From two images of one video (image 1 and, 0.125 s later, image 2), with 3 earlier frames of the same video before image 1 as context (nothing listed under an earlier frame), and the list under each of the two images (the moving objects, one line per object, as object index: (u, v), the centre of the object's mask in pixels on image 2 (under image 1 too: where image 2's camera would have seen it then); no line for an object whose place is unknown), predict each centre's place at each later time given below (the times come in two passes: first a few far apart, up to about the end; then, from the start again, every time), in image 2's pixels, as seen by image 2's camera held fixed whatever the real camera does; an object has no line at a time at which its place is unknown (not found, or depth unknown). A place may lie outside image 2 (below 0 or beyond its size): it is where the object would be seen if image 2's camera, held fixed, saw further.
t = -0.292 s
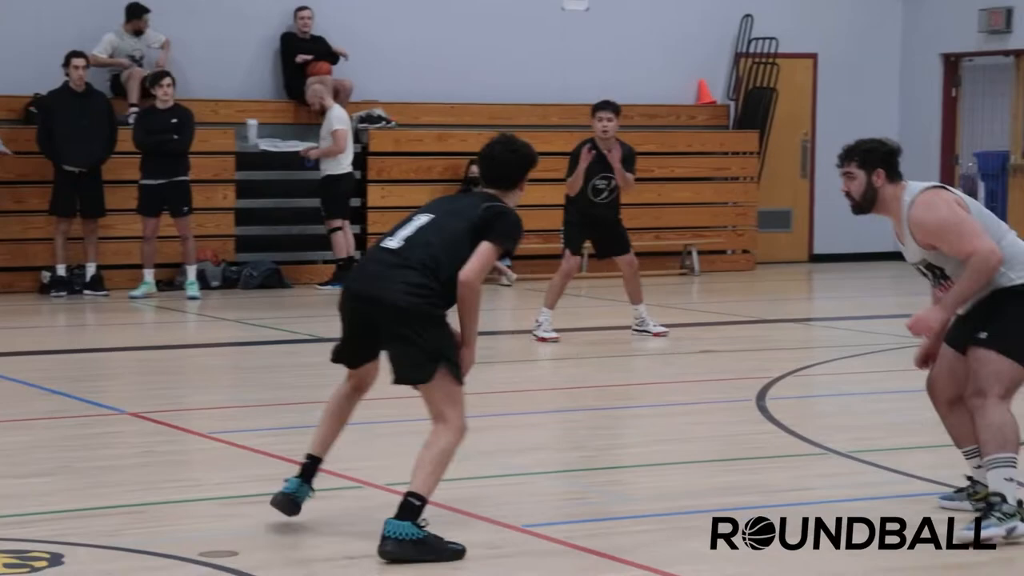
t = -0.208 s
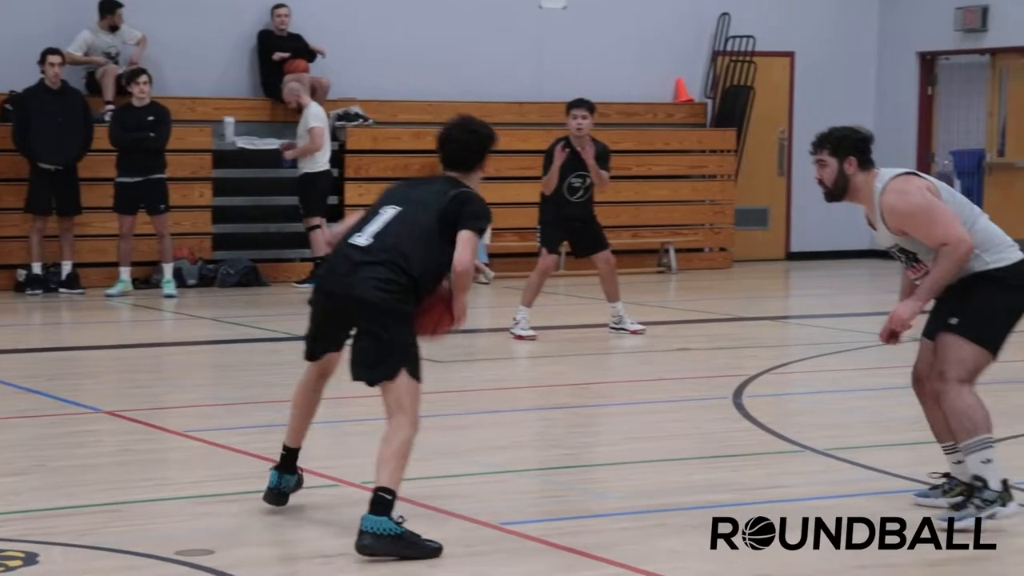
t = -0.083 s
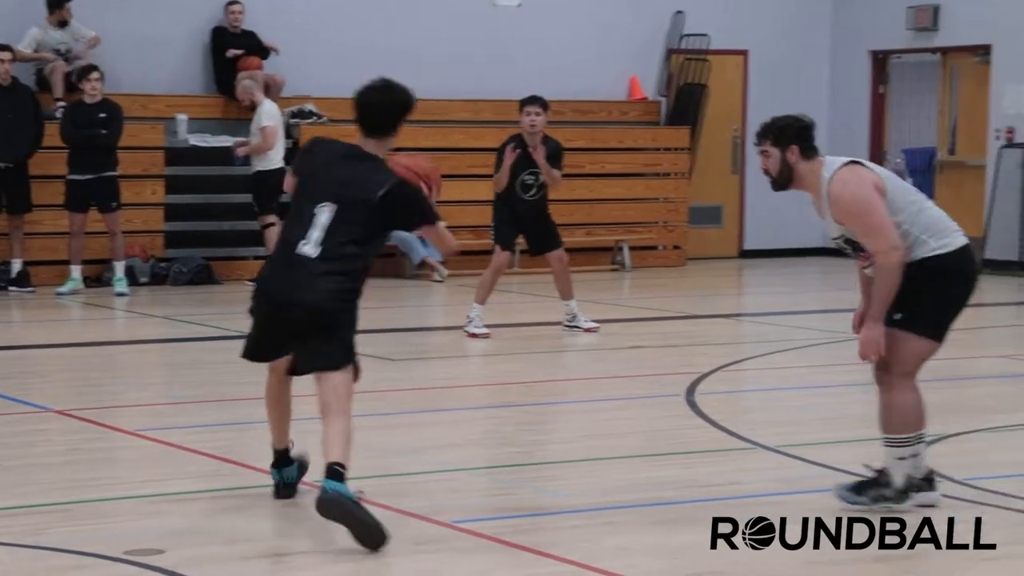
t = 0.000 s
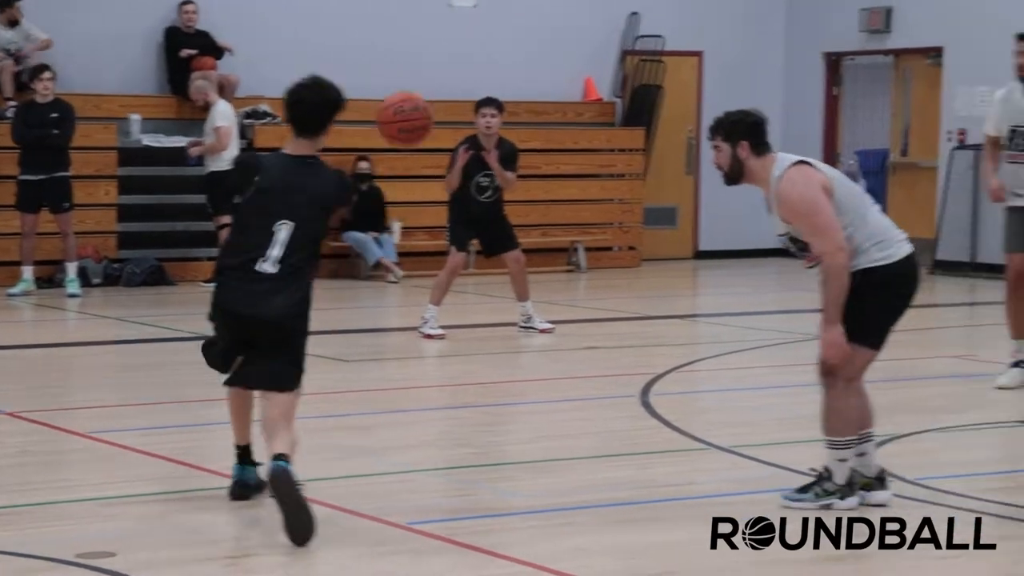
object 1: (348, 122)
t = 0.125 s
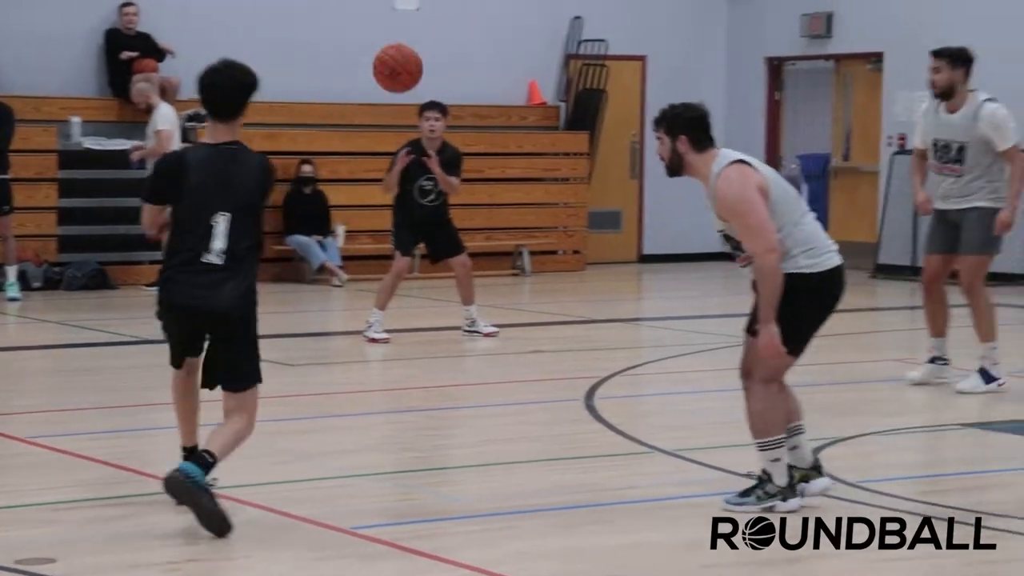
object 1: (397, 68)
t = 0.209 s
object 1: (425, 51)
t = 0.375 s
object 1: (470, 54)
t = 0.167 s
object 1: (412, 58)
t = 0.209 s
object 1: (425, 51)
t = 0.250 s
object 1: (437, 48)
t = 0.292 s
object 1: (449, 47)
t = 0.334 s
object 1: (460, 50)
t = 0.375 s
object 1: (470, 54)
